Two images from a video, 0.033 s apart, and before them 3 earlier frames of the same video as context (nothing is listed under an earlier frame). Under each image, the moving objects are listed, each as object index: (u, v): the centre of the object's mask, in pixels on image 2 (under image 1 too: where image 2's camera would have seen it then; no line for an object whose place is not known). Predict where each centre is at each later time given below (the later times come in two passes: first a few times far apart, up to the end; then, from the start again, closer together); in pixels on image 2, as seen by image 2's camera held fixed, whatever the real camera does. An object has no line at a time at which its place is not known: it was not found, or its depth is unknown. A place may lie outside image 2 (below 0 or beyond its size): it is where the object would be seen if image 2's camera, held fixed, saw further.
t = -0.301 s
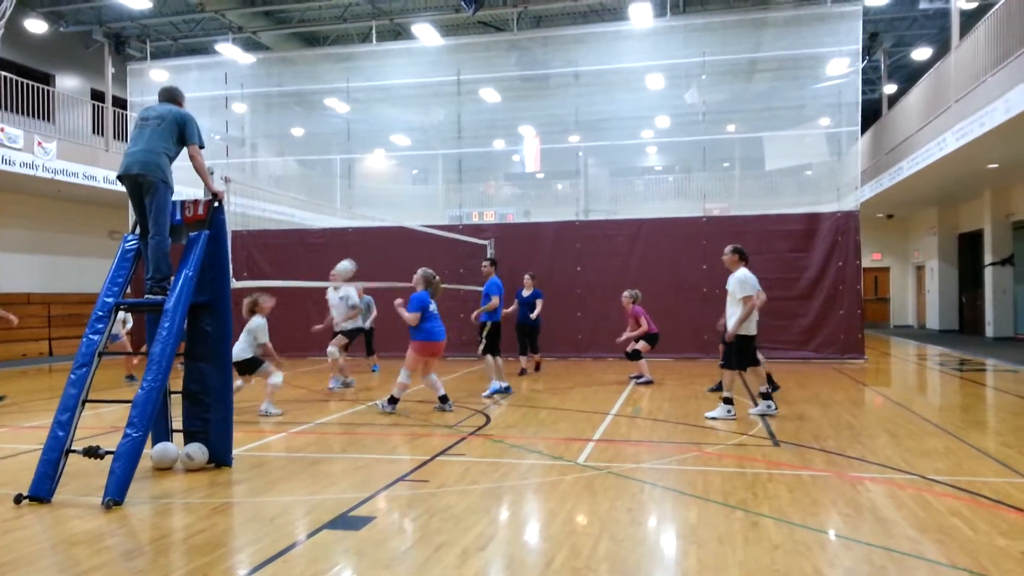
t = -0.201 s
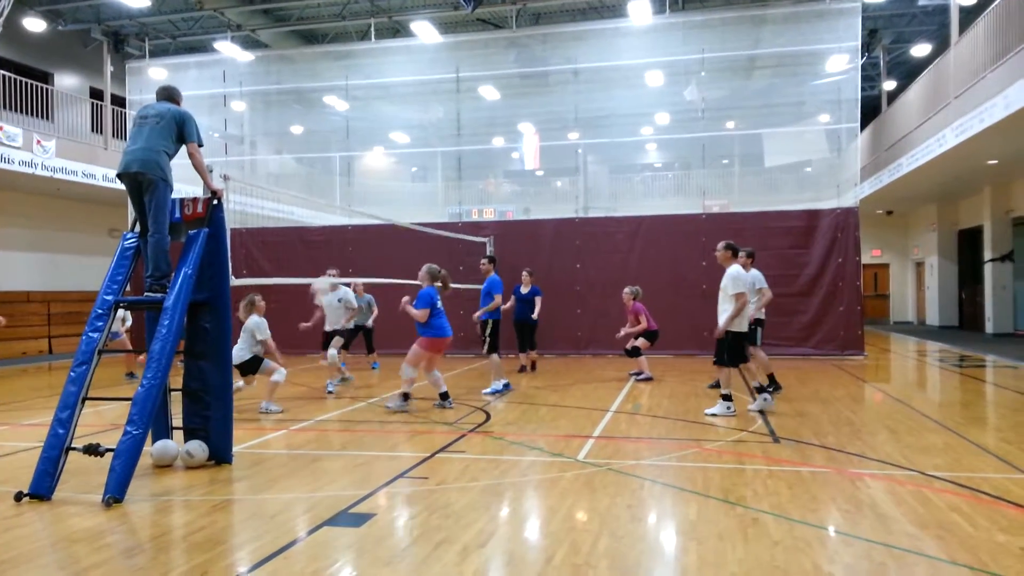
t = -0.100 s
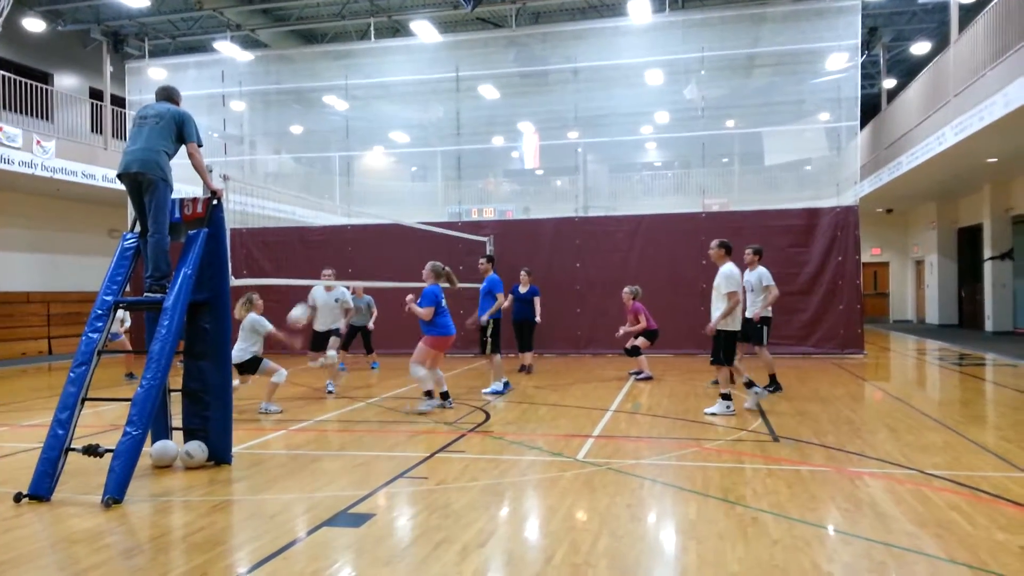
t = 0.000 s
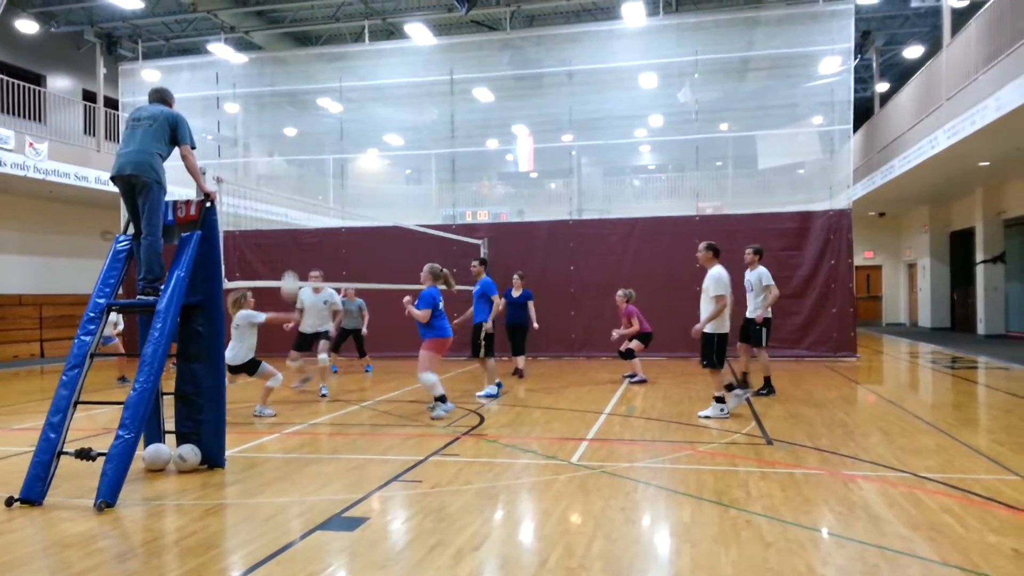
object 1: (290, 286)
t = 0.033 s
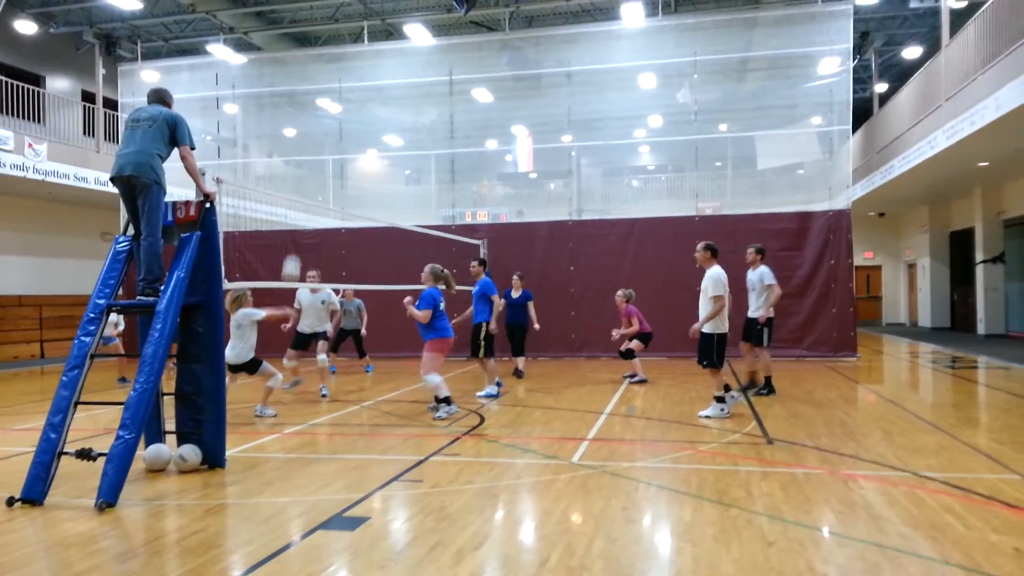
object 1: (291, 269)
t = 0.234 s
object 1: (300, 189)
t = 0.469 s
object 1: (312, 144)
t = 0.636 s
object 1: (320, 137)
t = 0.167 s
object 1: (297, 215)
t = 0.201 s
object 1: (299, 202)
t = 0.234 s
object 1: (300, 189)
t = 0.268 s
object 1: (302, 181)
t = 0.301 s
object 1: (303, 173)
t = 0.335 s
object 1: (305, 165)
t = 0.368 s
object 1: (307, 159)
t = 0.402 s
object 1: (309, 153)
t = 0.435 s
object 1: (311, 147)
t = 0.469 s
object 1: (312, 144)
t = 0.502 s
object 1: (314, 141)
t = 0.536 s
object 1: (315, 139)
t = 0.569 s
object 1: (317, 138)
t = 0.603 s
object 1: (318, 137)
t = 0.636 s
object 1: (320, 137)
